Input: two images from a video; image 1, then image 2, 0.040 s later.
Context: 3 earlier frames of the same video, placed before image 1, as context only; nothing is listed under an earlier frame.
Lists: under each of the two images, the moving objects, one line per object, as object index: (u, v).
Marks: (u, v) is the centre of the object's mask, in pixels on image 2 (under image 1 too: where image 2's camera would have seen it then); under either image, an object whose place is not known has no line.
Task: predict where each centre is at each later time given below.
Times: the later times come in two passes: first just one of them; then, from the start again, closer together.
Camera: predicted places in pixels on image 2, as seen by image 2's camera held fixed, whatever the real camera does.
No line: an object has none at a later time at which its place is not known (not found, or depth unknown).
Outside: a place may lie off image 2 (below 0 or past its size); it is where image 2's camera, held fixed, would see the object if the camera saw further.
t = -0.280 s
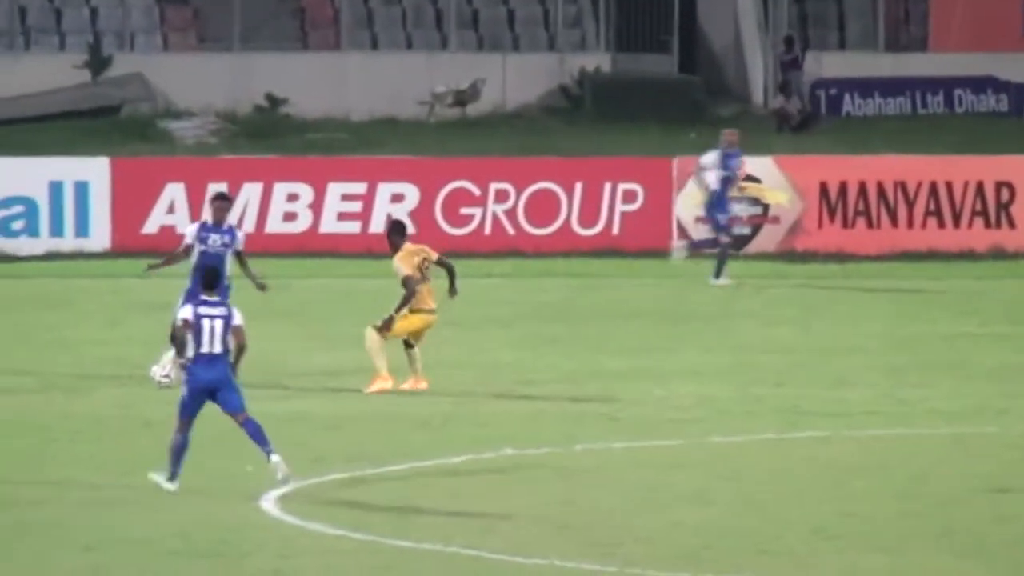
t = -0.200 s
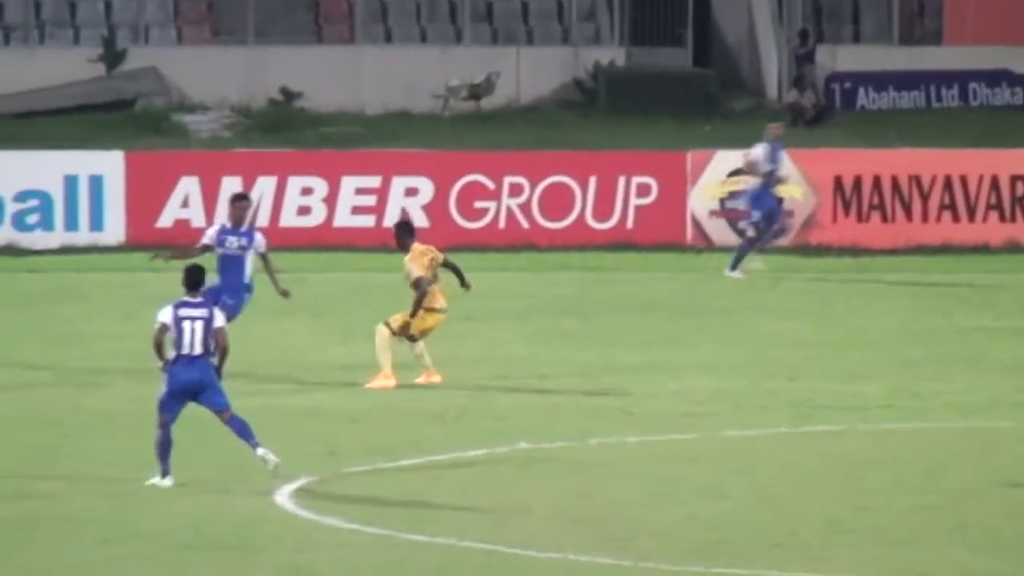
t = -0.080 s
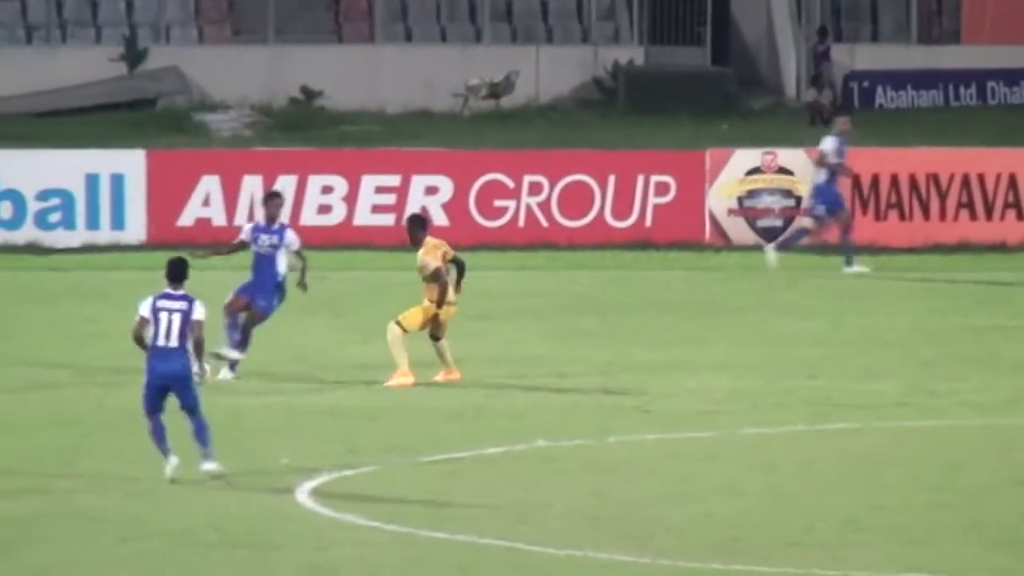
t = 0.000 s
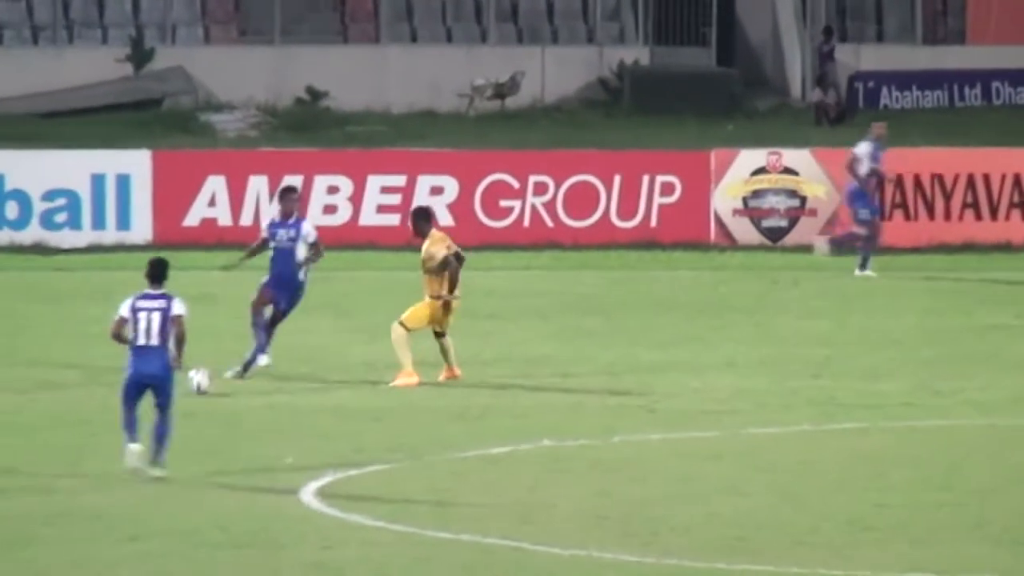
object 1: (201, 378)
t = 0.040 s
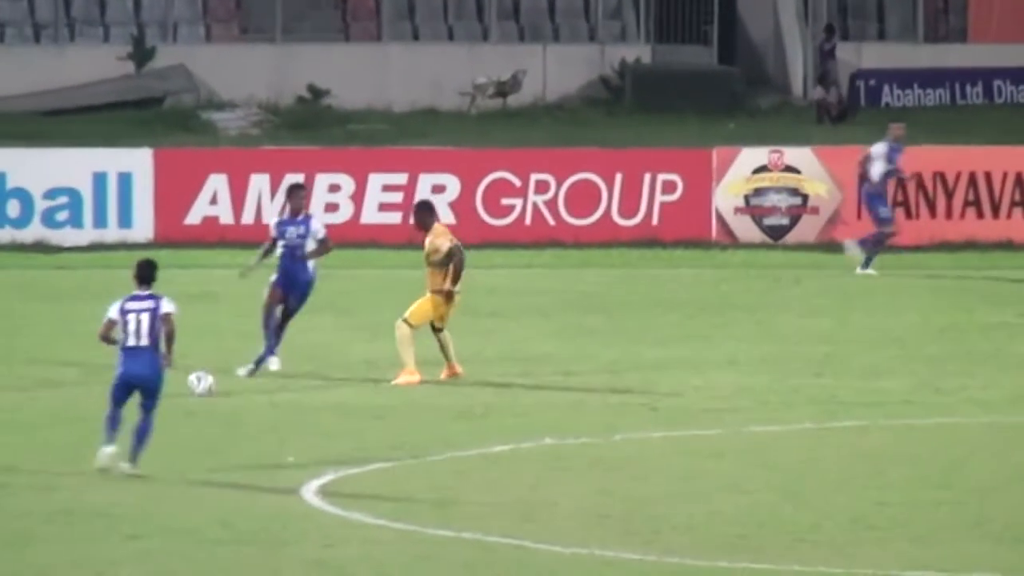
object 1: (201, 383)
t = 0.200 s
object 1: (194, 392)
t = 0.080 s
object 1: (199, 383)
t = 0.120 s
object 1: (197, 383)
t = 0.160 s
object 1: (195, 387)
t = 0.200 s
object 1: (194, 392)
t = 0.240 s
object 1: (193, 399)
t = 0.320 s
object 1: (189, 399)
